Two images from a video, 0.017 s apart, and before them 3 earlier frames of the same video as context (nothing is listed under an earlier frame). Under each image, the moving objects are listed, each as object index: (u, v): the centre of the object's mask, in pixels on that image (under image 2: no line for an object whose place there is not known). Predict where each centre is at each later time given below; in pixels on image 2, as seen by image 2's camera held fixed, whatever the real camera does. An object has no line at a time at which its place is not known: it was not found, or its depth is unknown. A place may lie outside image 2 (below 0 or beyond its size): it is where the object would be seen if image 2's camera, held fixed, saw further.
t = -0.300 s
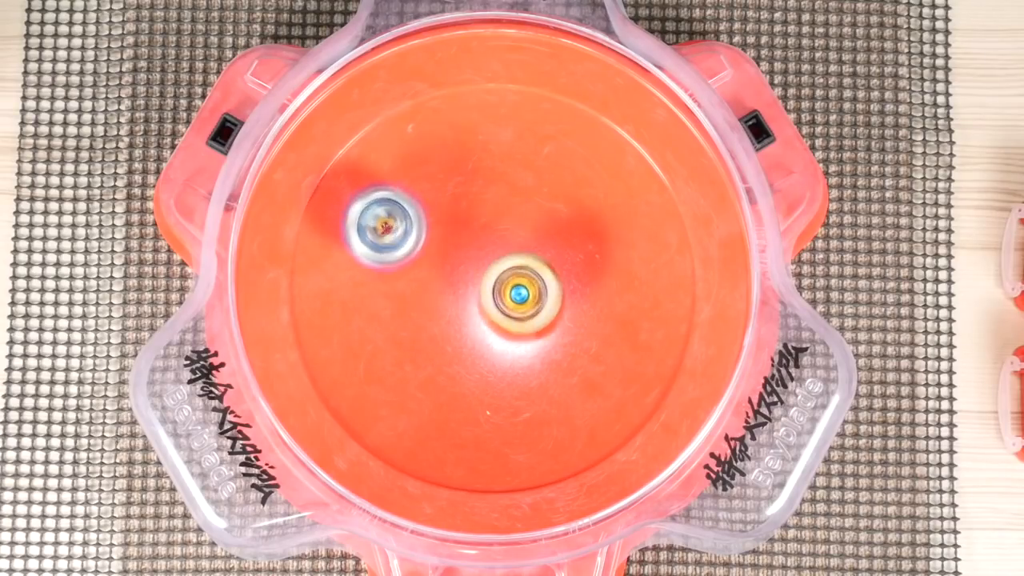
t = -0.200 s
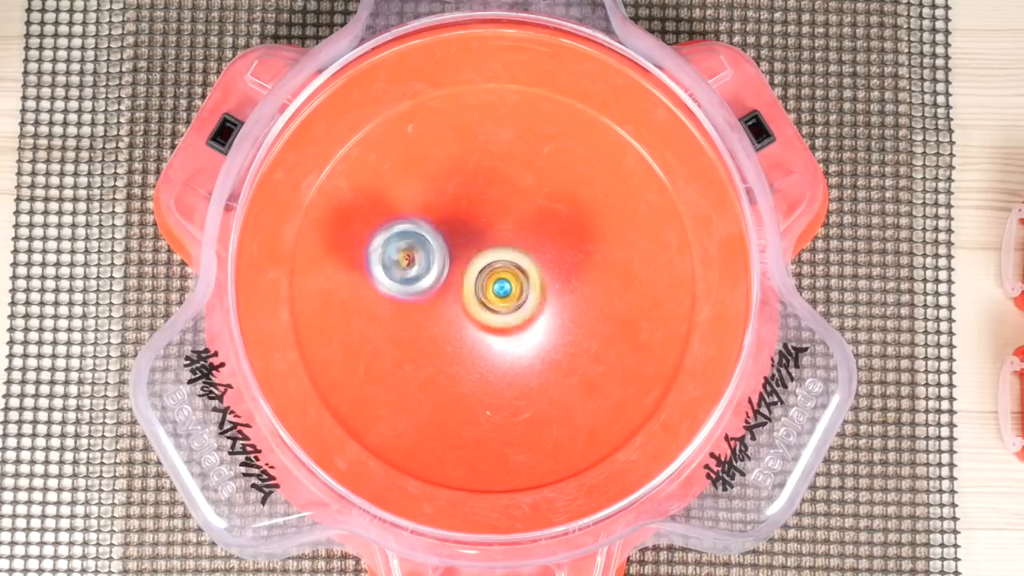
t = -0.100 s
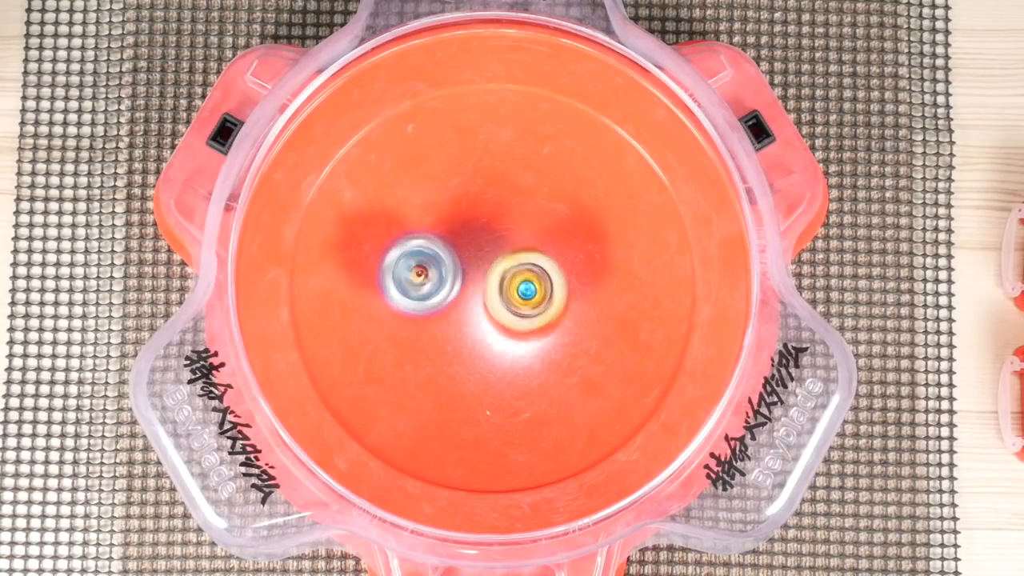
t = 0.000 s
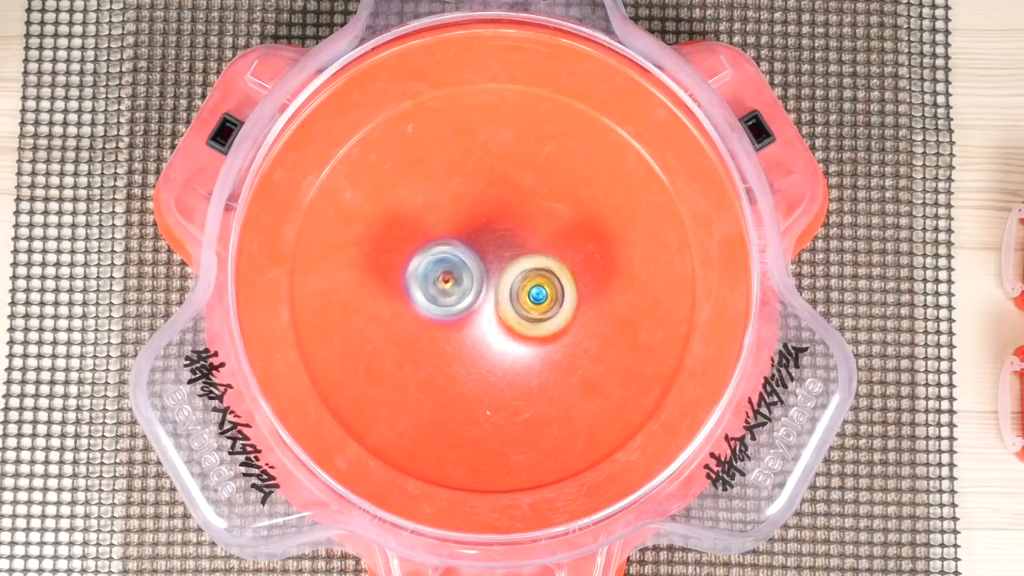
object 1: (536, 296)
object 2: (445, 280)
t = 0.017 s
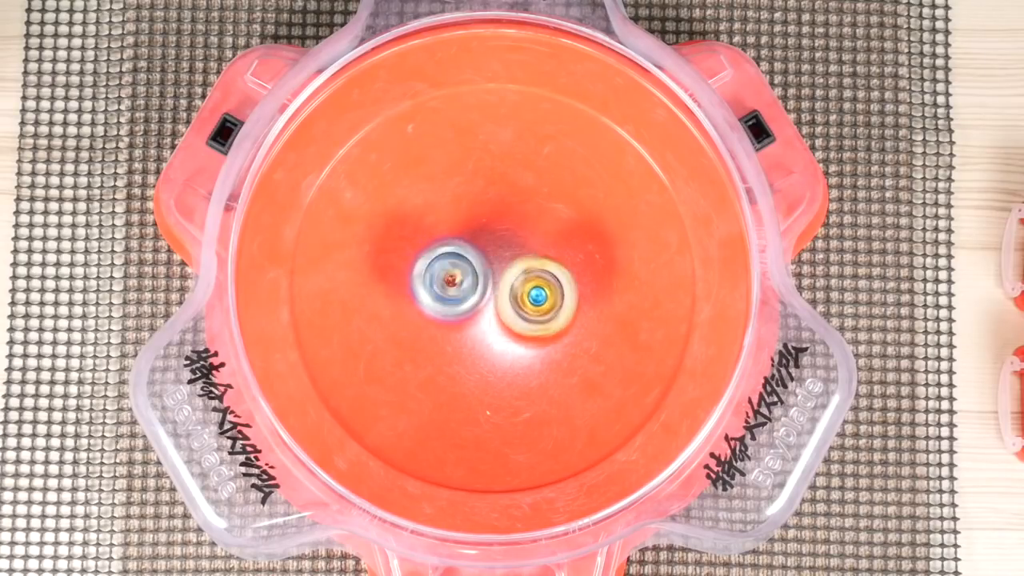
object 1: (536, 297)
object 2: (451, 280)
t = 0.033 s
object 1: (541, 299)
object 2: (452, 277)
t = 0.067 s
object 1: (556, 305)
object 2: (449, 269)
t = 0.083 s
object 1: (561, 308)
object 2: (448, 266)
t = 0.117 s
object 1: (568, 313)
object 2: (449, 262)
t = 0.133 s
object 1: (571, 316)
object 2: (450, 259)
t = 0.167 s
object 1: (573, 320)
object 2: (452, 255)
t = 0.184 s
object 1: (574, 324)
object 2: (453, 253)
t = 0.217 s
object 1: (574, 327)
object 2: (455, 249)
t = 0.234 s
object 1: (574, 329)
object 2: (457, 248)
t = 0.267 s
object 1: (574, 332)
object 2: (459, 245)
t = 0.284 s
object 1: (572, 333)
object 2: (461, 243)
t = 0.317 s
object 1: (571, 336)
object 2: (463, 241)
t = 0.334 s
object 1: (570, 336)
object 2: (465, 239)
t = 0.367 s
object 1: (569, 338)
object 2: (468, 237)
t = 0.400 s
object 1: (567, 339)
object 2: (470, 236)
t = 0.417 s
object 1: (566, 339)
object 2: (472, 235)
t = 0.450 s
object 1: (564, 340)
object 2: (476, 234)
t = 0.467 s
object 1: (562, 339)
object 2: (477, 233)
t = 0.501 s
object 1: (560, 340)
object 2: (480, 233)
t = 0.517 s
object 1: (559, 339)
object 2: (482, 234)
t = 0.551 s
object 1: (556, 339)
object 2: (485, 233)
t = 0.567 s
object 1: (556, 338)
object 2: (487, 234)
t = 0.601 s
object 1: (553, 337)
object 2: (490, 236)
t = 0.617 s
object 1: (552, 337)
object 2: (493, 237)
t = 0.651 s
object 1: (549, 335)
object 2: (497, 238)
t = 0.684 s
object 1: (546, 333)
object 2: (501, 239)
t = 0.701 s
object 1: (546, 332)
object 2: (504, 240)
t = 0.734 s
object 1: (542, 330)
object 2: (508, 242)
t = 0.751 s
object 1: (542, 328)
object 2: (511, 242)
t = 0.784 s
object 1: (542, 335)
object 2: (512, 235)
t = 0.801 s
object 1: (543, 339)
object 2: (511, 229)
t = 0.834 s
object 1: (543, 344)
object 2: (510, 220)
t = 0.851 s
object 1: (543, 346)
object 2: (507, 217)
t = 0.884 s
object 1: (541, 348)
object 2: (502, 212)
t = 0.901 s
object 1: (540, 348)
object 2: (500, 211)
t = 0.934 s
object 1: (536, 346)
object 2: (493, 210)
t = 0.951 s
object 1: (534, 345)
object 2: (490, 209)
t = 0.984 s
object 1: (531, 342)
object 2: (483, 215)
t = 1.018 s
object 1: (527, 339)
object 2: (477, 221)
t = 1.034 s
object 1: (525, 338)
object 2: (476, 225)
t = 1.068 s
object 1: (522, 334)
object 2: (473, 236)
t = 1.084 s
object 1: (519, 332)
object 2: (473, 241)
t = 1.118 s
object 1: (516, 330)
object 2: (474, 250)
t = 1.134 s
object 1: (517, 331)
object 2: (474, 252)
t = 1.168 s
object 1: (519, 338)
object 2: (468, 252)
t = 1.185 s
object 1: (519, 338)
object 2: (466, 252)
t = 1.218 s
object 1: (518, 339)
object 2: (461, 253)
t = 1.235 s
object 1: (518, 339)
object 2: (459, 254)
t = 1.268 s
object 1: (514, 339)
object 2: (456, 258)
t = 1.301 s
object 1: (512, 338)
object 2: (457, 263)
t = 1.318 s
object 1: (512, 338)
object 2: (457, 267)
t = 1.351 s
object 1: (512, 341)
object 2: (457, 266)
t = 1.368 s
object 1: (512, 342)
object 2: (458, 266)
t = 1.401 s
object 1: (512, 342)
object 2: (457, 264)
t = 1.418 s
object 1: (510, 342)
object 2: (457, 262)
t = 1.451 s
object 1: (508, 342)
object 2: (458, 261)
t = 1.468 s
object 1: (507, 341)
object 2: (457, 261)
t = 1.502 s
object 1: (505, 341)
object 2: (459, 261)
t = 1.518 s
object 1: (505, 340)
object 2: (460, 262)
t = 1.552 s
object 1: (504, 343)
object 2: (462, 259)
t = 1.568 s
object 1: (508, 351)
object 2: (460, 250)
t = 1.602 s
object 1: (514, 361)
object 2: (455, 236)
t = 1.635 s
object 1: (518, 367)
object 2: (450, 226)
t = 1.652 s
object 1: (518, 369)
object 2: (447, 223)
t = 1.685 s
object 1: (520, 370)
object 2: (441, 216)
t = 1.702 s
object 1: (520, 369)
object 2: (440, 214)
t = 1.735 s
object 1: (520, 367)
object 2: (435, 211)
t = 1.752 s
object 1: (520, 366)
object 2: (431, 209)
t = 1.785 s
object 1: (518, 363)
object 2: (427, 209)
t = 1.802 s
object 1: (517, 362)
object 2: (426, 210)
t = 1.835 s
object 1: (515, 357)
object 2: (423, 213)
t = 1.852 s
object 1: (514, 355)
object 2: (423, 215)
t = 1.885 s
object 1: (512, 351)
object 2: (423, 222)
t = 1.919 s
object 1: (511, 348)
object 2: (427, 230)
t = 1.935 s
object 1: (511, 345)
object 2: (429, 234)
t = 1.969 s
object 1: (509, 339)
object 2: (437, 242)
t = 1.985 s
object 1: (508, 338)
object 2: (443, 247)
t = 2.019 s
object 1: (507, 333)
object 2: (453, 254)
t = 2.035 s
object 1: (507, 331)
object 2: (458, 255)
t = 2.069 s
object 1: (516, 334)
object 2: (461, 250)
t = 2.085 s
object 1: (522, 339)
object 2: (461, 246)
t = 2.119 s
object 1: (532, 343)
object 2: (460, 239)
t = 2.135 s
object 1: (535, 343)
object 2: (460, 235)
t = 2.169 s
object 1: (539, 343)
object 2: (461, 230)
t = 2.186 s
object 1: (539, 343)
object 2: (461, 228)
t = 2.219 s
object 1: (540, 341)
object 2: (461, 223)
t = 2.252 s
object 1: (540, 338)
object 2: (461, 220)
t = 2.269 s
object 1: (539, 336)
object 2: (462, 219)
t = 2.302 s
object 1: (539, 334)
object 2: (461, 218)
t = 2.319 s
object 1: (539, 332)
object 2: (461, 218)
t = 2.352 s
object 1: (537, 328)
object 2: (463, 220)
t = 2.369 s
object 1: (535, 327)
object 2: (464, 223)
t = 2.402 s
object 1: (533, 324)
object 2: (467, 227)
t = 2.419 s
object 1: (532, 322)
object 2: (468, 229)
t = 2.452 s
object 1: (530, 319)
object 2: (474, 235)
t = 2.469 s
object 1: (529, 319)
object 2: (477, 238)
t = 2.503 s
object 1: (532, 320)
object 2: (480, 238)
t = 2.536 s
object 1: (540, 333)
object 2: (477, 229)
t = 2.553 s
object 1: (544, 338)
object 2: (476, 226)
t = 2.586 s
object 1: (548, 345)
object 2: (474, 221)
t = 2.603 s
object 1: (549, 346)
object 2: (472, 220)
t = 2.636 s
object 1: (548, 347)
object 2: (469, 217)
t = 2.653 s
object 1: (546, 347)
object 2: (468, 216)
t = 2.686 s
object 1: (543, 348)
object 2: (466, 216)
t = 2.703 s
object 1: (541, 347)
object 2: (464, 219)
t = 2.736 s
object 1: (538, 346)
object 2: (462, 223)
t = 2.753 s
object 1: (536, 347)
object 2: (463, 225)
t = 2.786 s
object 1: (533, 346)
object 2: (464, 233)
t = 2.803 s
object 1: (531, 345)
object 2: (465, 237)
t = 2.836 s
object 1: (527, 344)
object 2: (469, 245)
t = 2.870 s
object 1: (524, 343)
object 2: (474, 253)
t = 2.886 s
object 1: (523, 343)
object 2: (479, 256)
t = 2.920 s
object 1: (520, 344)
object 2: (486, 263)
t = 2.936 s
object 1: (520, 349)
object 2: (489, 263)
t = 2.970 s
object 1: (522, 360)
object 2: (496, 262)
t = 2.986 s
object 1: (521, 362)
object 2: (499, 261)
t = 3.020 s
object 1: (520, 366)
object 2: (508, 261)
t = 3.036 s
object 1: (521, 367)
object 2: (513, 262)
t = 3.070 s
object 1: (519, 367)
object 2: (521, 262)
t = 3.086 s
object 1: (517, 367)
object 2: (524, 261)
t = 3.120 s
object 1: (515, 367)
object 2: (531, 260)
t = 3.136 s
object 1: (515, 367)
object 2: (535, 260)
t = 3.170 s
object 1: (514, 366)
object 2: (542, 258)
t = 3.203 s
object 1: (512, 365)
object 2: (547, 256)
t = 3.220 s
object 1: (510, 365)
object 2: (548, 256)
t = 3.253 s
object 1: (509, 364)
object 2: (552, 254)
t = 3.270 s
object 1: (509, 362)
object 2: (553, 251)
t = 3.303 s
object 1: (508, 360)
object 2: (554, 249)
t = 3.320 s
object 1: (507, 359)
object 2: (555, 249)
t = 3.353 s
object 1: (506, 357)
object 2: (553, 247)
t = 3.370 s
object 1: (506, 355)
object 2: (550, 247)
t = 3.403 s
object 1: (505, 352)
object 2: (546, 248)
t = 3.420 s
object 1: (504, 350)
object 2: (545, 248)
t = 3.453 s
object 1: (503, 347)
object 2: (540, 251)
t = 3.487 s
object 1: (502, 343)
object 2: (533, 255)
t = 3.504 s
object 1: (501, 343)
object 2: (531, 258)
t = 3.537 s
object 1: (494, 352)
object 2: (530, 251)
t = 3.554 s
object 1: (492, 355)
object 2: (529, 248)
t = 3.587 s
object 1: (488, 357)
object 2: (527, 245)
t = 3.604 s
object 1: (486, 356)
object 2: (525, 242)
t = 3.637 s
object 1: (483, 355)
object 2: (520, 240)
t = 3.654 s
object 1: (483, 355)
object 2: (518, 240)
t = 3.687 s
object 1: (480, 353)
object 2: (511, 240)
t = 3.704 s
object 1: (478, 351)
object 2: (508, 241)
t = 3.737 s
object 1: (476, 349)
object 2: (502, 245)
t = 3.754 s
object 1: (475, 349)
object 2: (499, 246)
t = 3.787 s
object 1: (473, 347)
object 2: (494, 253)
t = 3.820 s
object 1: (471, 347)
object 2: (489, 257)
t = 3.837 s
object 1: (471, 349)
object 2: (487, 258)
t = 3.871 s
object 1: (471, 351)
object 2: (482, 257)
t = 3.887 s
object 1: (471, 351)
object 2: (480, 258)
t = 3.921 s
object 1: (470, 350)
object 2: (475, 261)
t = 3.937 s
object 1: (470, 354)
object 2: (474, 258)
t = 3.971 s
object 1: (469, 362)
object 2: (473, 251)
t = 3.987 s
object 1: (469, 364)
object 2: (471, 247)
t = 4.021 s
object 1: (468, 365)
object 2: (469, 242)
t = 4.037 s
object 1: (468, 365)
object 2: (468, 240)
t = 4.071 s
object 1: (467, 365)
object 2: (466, 237)
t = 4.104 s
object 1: (466, 365)
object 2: (464, 234)
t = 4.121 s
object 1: (465, 364)
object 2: (463, 233)
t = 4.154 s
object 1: (465, 363)
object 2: (461, 233)
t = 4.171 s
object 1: (465, 364)
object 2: (460, 233)
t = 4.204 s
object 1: (465, 362)
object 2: (458, 235)
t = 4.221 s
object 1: (466, 361)
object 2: (459, 238)
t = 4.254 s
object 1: (467, 359)
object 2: (460, 243)
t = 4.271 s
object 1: (466, 359)
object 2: (462, 245)
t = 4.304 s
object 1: (467, 357)
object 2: (466, 250)
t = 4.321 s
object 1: (468, 355)
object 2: (468, 253)
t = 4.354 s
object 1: (468, 352)
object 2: (473, 259)
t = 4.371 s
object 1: (468, 350)
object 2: (476, 261)
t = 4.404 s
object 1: (468, 355)
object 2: (484, 259)
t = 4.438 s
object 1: (469, 358)
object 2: (492, 254)
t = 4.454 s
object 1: (470, 358)
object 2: (495, 251)
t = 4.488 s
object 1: (471, 356)
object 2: (502, 247)
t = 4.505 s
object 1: (471, 354)
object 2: (506, 243)
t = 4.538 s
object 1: (472, 352)
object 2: (511, 239)
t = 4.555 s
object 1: (471, 351)
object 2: (514, 238)
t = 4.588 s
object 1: (470, 348)
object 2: (519, 233)
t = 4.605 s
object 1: (471, 347)
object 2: (520, 232)
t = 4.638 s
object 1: (471, 343)
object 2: (524, 230)
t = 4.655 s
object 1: (470, 341)
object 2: (524, 228)
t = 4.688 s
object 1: (470, 337)
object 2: (527, 227)
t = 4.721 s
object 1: (471, 333)
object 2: (529, 227)
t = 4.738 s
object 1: (470, 333)
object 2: (529, 227)
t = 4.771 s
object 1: (470, 330)
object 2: (530, 228)
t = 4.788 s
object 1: (470, 328)
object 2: (530, 228)
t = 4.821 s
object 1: (469, 325)
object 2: (529, 231)
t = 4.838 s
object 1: (468, 322)
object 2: (530, 233)
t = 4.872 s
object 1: (467, 319)
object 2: (528, 238)
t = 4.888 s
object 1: (467, 317)
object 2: (529, 240)
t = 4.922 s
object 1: (466, 313)
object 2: (527, 245)
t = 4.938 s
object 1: (465, 313)
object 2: (527, 249)
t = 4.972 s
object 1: (461, 312)
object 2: (528, 253)
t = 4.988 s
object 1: (453, 317)
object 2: (534, 252)
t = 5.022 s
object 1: (433, 326)
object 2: (548, 248)
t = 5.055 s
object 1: (418, 333)
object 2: (559, 242)
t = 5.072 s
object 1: (412, 334)
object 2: (564, 241)
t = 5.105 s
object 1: (402, 334)
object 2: (570, 237)
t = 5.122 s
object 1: (396, 332)
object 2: (572, 236)
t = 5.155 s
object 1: (390, 329)
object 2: (576, 233)
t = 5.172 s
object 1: (388, 329)
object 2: (577, 233)
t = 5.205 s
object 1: (384, 327)
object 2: (580, 231)
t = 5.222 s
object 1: (384, 325)
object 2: (579, 230)
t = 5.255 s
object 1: (382, 323)
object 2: (578, 231)
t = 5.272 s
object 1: (381, 322)
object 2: (577, 231)
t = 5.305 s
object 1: (380, 319)
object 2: (574, 234)
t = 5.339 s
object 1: (381, 318)
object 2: (570, 237)
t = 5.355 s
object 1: (381, 317)
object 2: (566, 239)
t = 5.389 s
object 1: (383, 316)
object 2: (561, 244)
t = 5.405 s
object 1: (385, 314)
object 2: (557, 247)
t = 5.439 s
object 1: (388, 312)
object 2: (552, 254)
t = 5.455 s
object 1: (389, 311)
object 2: (548, 257)
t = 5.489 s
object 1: (393, 309)
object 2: (542, 267)
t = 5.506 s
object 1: (394, 309)
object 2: (538, 271)
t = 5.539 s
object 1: (397, 307)
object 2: (532, 281)
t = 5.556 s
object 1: (400, 307)
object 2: (527, 286)
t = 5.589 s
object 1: (404, 304)
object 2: (520, 296)
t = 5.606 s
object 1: (406, 303)
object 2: (517, 300)
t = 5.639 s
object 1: (412, 301)
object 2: (511, 310)
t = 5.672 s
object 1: (418, 300)
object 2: (508, 320)
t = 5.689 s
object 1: (419, 299)
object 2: (505, 325)
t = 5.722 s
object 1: (422, 296)
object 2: (502, 337)
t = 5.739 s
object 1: (424, 294)
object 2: (501, 342)
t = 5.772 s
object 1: (428, 291)
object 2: (498, 352)
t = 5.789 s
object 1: (429, 290)
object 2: (496, 355)
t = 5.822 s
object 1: (434, 287)
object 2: (494, 362)
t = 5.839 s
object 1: (435, 285)
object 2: (494, 364)
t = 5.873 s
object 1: (440, 281)
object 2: (492, 371)
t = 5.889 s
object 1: (443, 280)
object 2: (493, 372)
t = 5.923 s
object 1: (446, 277)
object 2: (492, 376)
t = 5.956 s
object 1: (449, 273)
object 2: (493, 377)
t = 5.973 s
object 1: (451, 271)
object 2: (493, 376)
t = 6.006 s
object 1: (455, 267)
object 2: (494, 375)
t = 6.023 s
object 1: (456, 265)
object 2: (493, 373)
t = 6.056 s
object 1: (459, 261)
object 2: (494, 369)
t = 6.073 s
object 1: (460, 260)
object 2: (493, 365)
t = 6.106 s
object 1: (462, 255)
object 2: (493, 359)
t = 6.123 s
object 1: (464, 253)
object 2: (491, 355)
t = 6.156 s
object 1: (466, 251)
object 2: (491, 347)
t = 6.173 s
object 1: (466, 249)
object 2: (489, 342)
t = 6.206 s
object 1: (468, 246)
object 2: (488, 334)
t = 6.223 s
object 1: (468, 245)
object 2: (486, 329)
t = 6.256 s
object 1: (466, 230)
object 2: (488, 332)
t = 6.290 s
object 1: (463, 217)
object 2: (492, 334)
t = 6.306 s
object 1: (462, 210)
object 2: (492, 335)
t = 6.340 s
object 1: (463, 200)
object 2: (496, 333)
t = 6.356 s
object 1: (463, 197)
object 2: (497, 332)
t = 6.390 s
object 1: (463, 191)
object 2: (500, 329)
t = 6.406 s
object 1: (464, 190)
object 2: (500, 326)
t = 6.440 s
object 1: (464, 188)
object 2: (502, 321)
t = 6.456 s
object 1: (465, 187)
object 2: (501, 318)
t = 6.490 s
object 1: (466, 187)
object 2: (502, 311)
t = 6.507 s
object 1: (466, 187)
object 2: (501, 308)
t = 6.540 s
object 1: (467, 187)
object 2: (500, 302)
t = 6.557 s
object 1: (468, 188)
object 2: (499, 299)
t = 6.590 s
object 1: (468, 190)
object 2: (497, 291)
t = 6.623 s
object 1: (469, 190)
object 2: (494, 285)
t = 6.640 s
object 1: (469, 192)
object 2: (493, 281)
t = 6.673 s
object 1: (469, 193)
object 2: (489, 277)
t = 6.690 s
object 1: (469, 189)
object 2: (488, 282)
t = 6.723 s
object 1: (467, 178)
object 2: (486, 294)
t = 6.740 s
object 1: (466, 175)
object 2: (485, 300)
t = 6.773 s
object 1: (466, 175)
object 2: (486, 310)
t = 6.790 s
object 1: (466, 174)
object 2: (487, 315)
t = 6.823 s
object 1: (468, 177)
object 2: (488, 325)
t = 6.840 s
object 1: (468, 180)
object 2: (490, 329)
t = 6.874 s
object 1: (468, 182)
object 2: (494, 337)
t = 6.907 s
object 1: (471, 187)
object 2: (499, 344)
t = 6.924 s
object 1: (471, 189)
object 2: (502, 347)
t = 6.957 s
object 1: (473, 192)
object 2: (507, 349)
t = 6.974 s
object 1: (474, 195)
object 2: (511, 350)
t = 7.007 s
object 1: (476, 199)
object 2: (515, 350)
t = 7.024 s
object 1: (478, 201)
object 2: (519, 349)
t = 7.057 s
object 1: (480, 205)
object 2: (524, 347)
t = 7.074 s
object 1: (482, 207)
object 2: (527, 344)
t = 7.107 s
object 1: (485, 213)
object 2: (530, 339)
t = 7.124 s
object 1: (486, 215)
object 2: (531, 334)
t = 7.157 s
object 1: (492, 222)
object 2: (533, 326)
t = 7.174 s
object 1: (493, 227)
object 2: (532, 322)
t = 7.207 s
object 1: (497, 235)
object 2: (529, 314)
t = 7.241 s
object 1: (489, 226)
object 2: (535, 321)
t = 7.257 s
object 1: (481, 222)
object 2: (540, 325)
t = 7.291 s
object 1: (473, 217)
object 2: (545, 329)
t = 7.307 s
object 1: (469, 217)
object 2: (547, 329)
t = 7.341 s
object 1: (464, 216)
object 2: (551, 331)
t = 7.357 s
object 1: (463, 217)
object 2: (552, 329)
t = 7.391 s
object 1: (464, 220)
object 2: (555, 329)
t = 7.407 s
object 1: (465, 219)
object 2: (555, 327)
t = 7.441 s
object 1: (467, 221)
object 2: (556, 323)
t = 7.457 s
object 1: (468, 220)
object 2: (553, 321)
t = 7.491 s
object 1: (470, 221)
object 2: (550, 316)
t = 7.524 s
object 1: (472, 222)
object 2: (545, 313)
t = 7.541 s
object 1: (473, 223)
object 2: (542, 310)
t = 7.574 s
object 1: (475, 224)
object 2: (535, 308)
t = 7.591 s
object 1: (476, 224)
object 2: (531, 305)
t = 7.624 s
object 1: (477, 225)
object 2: (524, 302)
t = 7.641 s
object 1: (476, 222)
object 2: (520, 305)
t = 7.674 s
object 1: (472, 216)
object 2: (517, 310)
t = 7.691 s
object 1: (470, 214)
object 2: (516, 315)
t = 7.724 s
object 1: (468, 214)
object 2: (510, 319)
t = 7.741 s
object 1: (469, 215)
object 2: (509, 321)
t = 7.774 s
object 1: (471, 215)
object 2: (504, 327)
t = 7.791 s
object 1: (473, 216)
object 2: (504, 329)
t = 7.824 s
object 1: (474, 216)
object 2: (500, 334)
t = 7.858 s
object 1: (477, 216)
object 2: (497, 336)
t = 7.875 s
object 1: (477, 217)
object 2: (497, 338)
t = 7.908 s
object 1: (479, 217)
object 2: (492, 340)
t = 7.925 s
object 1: (480, 219)
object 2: (492, 341)
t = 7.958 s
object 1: (483, 219)
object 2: (490, 342)
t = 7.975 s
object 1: (483, 220)
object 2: (490, 342)
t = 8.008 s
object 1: (486, 220)
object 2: (488, 342)
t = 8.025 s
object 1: (486, 222)
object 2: (487, 342)
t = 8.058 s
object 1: (489, 222)
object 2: (488, 338)
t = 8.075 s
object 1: (489, 224)
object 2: (486, 339)
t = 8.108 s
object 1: (493, 224)
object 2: (485, 331)
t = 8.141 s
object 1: (494, 226)
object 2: (484, 327)
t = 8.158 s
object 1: (496, 226)
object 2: (483, 323)
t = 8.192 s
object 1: (497, 227)
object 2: (483, 317)
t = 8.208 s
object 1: (499, 227)
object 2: (480, 315)
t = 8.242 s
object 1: (500, 226)
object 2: (478, 310)
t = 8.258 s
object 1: (501, 224)
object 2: (477, 311)
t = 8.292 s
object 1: (505, 215)
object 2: (472, 315)
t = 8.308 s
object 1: (505, 214)
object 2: (471, 318)
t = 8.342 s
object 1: (509, 213)
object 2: (468, 321)
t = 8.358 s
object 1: (510, 212)
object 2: (466, 322)
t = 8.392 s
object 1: (512, 212)
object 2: (467, 326)
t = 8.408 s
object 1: (513, 211)
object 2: (465, 328)
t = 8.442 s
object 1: (515, 212)
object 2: (466, 330)
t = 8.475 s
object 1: (516, 212)
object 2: (467, 330)
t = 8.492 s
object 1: (517, 212)
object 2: (468, 330)
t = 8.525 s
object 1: (518, 212)
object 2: (473, 330)
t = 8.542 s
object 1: (519, 212)
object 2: (473, 329)
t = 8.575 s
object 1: (519, 212)
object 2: (477, 325)
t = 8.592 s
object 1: (520, 213)
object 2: (477, 324)
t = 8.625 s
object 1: (521, 214)
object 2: (479, 318)
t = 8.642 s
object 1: (520, 215)
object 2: (481, 316)
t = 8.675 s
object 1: (521, 216)
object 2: (484, 312)
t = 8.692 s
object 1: (521, 217)
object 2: (483, 308)
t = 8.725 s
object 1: (521, 219)
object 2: (488, 301)
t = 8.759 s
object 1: (522, 215)
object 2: (486, 301)
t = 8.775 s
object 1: (521, 213)
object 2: (488, 300)
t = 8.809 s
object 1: (520, 210)
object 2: (488, 303)
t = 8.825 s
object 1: (519, 211)
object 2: (487, 302)
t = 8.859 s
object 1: (520, 214)
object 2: (490, 302)
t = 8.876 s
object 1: (521, 215)
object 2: (491, 303)
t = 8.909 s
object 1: (521, 218)
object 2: (493, 300)
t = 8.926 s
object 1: (522, 219)
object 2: (493, 302)
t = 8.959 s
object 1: (523, 216)
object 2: (492, 305)
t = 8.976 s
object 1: (522, 213)
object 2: (490, 308)
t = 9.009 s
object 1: (523, 208)
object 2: (489, 316)
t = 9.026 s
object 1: (522, 208)
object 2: (488, 319)
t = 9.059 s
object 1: (521, 211)
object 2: (487, 324)
